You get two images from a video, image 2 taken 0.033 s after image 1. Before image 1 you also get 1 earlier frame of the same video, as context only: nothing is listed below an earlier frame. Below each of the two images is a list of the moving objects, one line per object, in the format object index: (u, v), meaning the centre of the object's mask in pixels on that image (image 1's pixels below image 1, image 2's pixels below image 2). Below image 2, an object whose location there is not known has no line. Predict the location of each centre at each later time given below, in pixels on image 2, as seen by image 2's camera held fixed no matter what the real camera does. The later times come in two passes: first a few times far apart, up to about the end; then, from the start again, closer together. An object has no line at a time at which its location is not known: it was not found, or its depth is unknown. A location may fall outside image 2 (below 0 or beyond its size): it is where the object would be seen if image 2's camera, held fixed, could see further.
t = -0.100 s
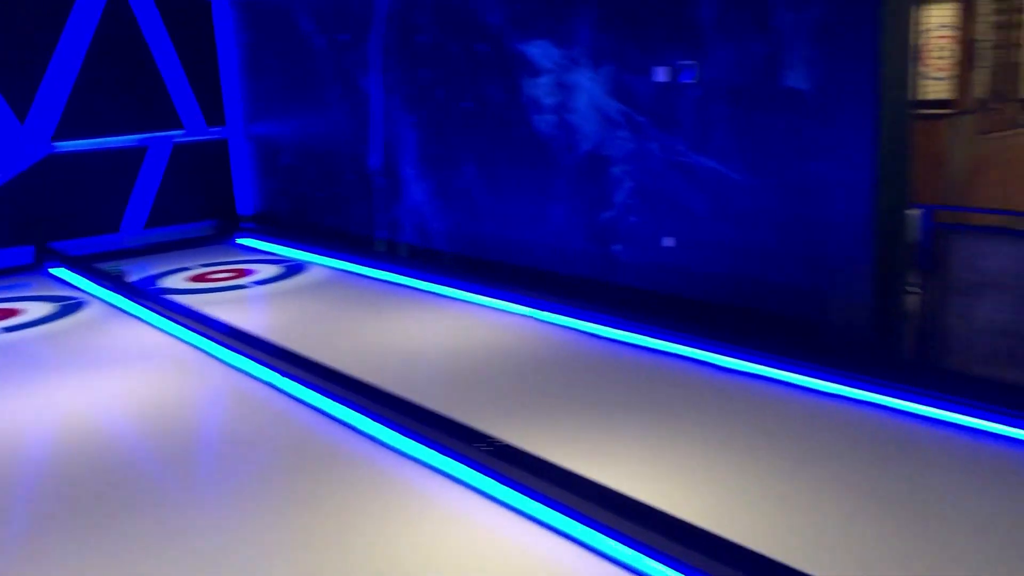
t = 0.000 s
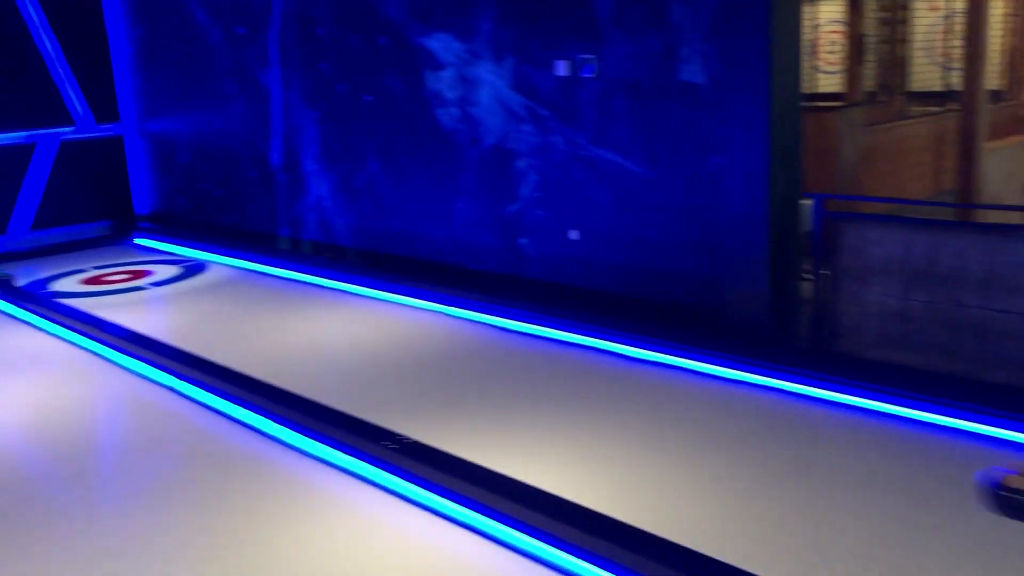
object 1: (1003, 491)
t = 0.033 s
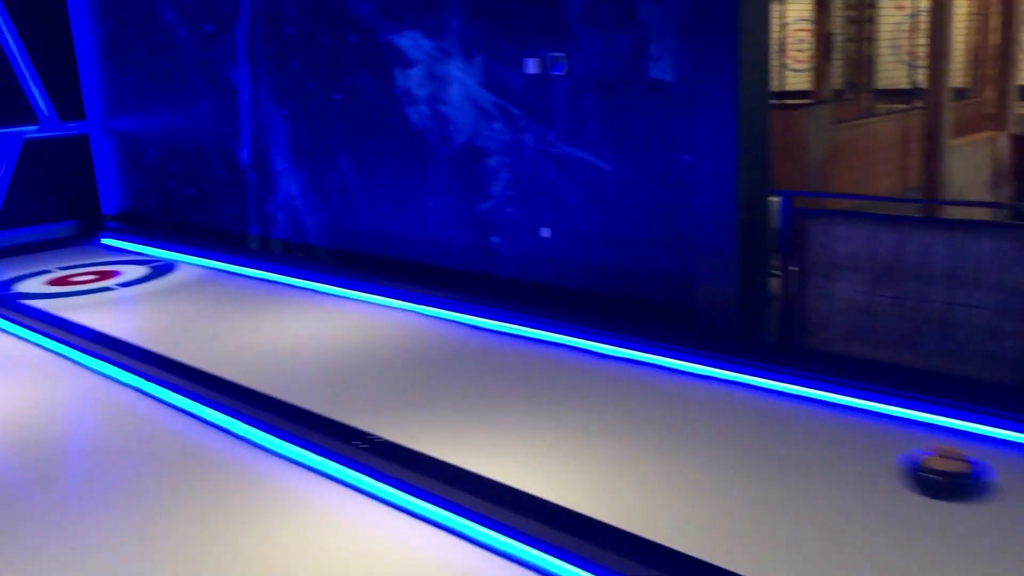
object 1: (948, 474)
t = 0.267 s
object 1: (706, 416)
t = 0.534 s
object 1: (550, 379)
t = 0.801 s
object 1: (463, 361)
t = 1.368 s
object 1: (413, 351)
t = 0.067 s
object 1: (906, 464)
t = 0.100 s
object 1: (866, 455)
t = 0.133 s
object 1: (830, 446)
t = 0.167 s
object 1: (794, 437)
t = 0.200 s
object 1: (763, 430)
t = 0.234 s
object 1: (734, 423)
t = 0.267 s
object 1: (706, 416)
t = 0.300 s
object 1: (681, 410)
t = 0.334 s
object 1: (658, 404)
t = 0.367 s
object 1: (636, 399)
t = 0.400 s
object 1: (617, 394)
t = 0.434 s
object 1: (598, 390)
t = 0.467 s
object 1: (581, 386)
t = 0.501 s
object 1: (565, 383)
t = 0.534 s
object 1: (550, 379)
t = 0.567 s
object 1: (537, 376)
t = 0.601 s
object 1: (524, 373)
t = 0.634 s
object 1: (512, 371)
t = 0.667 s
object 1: (501, 368)
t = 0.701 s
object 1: (490, 366)
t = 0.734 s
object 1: (481, 364)
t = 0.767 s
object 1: (472, 362)
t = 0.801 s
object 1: (463, 361)
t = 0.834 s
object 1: (456, 359)
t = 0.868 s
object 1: (449, 358)
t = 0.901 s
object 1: (442, 356)
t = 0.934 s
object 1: (437, 355)
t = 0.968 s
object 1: (432, 354)
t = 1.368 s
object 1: (413, 351)
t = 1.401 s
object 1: (413, 351)
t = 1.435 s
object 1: (413, 351)
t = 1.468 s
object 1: (413, 351)
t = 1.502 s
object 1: (413, 351)
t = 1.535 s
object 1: (413, 351)
